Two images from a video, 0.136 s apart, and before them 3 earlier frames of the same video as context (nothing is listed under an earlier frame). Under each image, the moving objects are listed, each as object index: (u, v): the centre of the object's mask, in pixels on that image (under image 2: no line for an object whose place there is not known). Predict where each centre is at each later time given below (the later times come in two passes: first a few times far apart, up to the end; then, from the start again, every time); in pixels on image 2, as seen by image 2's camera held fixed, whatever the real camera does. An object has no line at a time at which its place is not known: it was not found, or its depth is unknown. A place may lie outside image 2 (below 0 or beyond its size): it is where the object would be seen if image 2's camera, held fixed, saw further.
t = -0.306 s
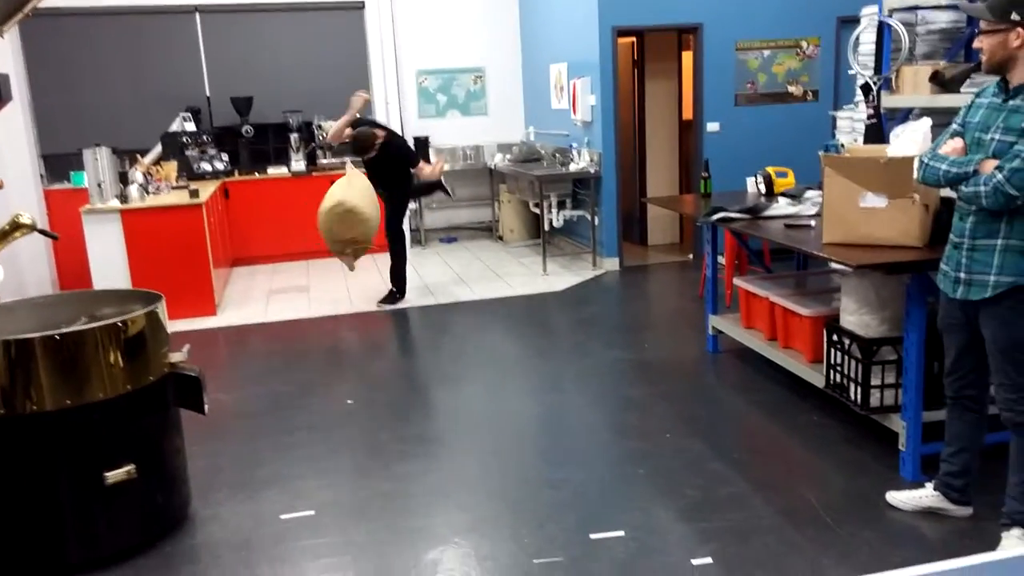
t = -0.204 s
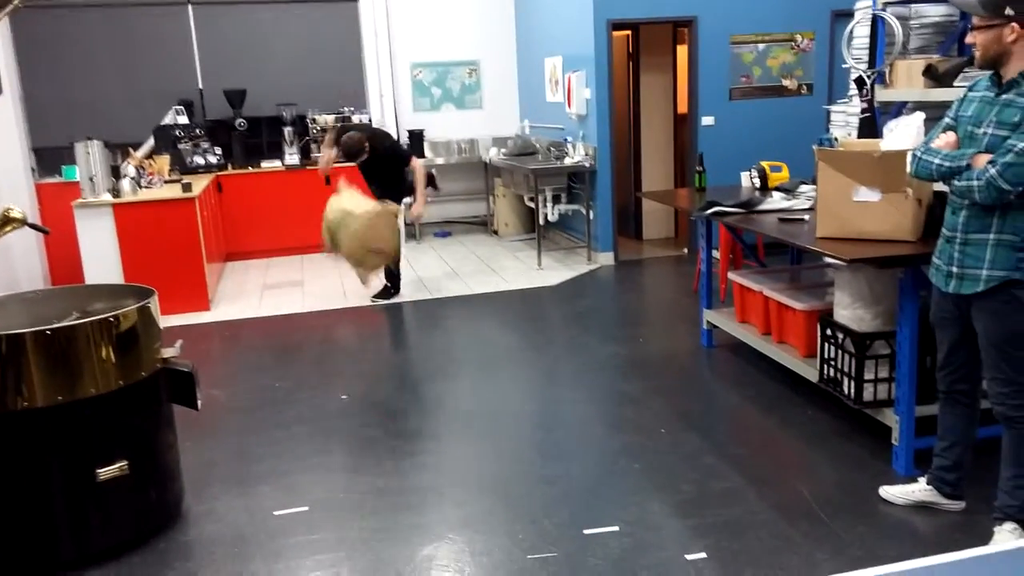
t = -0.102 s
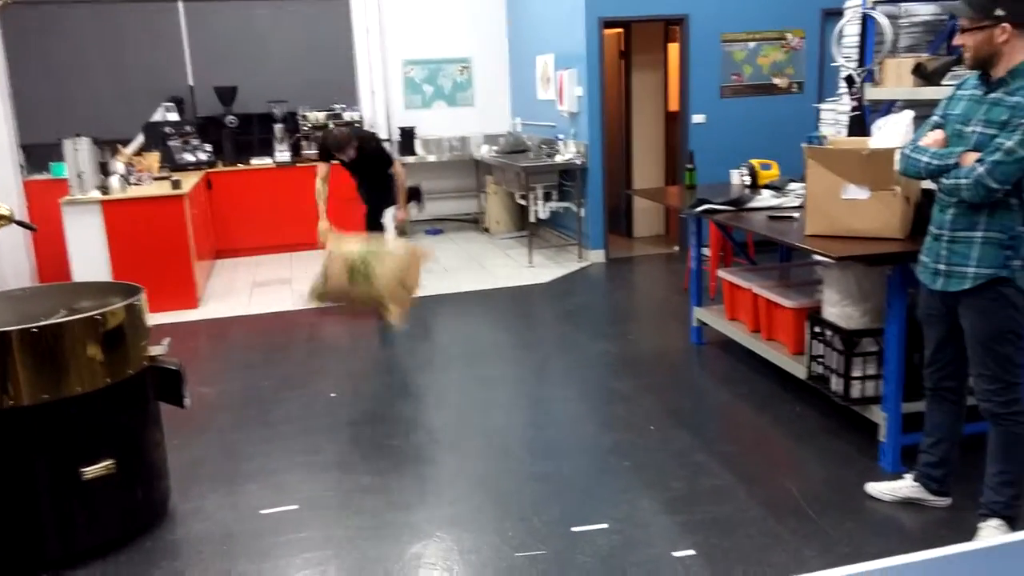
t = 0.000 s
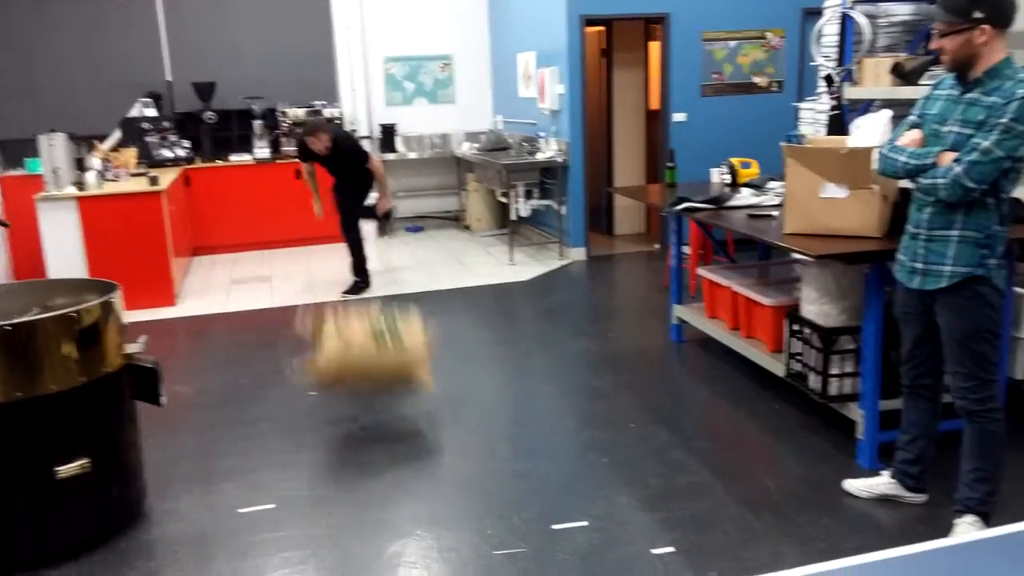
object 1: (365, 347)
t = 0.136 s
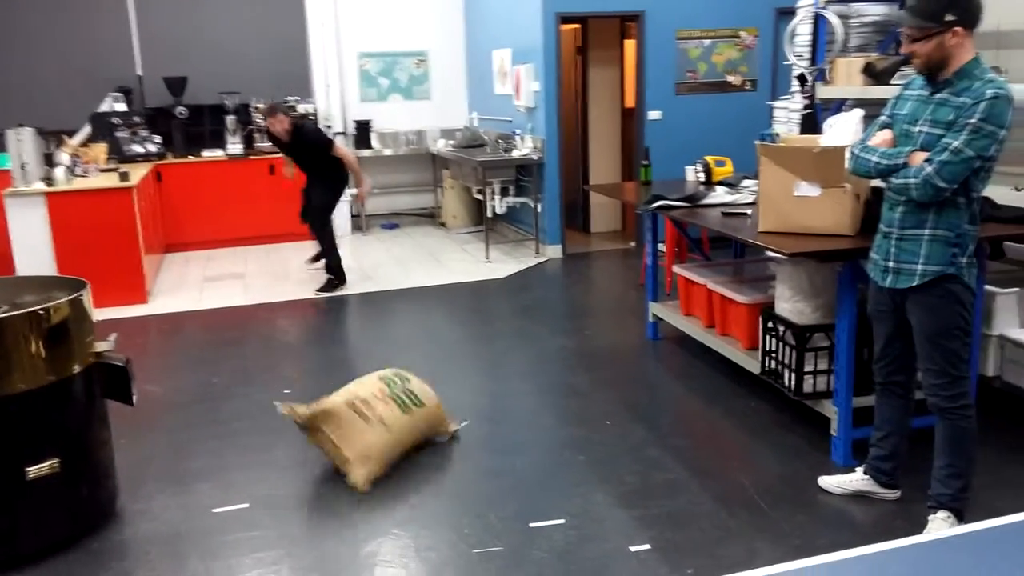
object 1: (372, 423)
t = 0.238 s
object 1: (387, 450)
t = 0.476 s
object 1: (410, 519)
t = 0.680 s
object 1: (421, 567)
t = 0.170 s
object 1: (376, 431)
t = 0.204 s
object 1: (381, 439)
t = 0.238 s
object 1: (387, 450)
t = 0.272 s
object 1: (393, 461)
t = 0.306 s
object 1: (399, 472)
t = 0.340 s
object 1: (404, 482)
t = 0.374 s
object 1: (406, 492)
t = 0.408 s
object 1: (408, 501)
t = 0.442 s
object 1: (409, 510)
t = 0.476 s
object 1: (410, 519)
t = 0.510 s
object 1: (411, 528)
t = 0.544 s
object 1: (412, 538)
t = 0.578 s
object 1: (414, 548)
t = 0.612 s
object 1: (415, 556)
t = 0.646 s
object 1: (419, 563)
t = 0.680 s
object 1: (421, 567)
